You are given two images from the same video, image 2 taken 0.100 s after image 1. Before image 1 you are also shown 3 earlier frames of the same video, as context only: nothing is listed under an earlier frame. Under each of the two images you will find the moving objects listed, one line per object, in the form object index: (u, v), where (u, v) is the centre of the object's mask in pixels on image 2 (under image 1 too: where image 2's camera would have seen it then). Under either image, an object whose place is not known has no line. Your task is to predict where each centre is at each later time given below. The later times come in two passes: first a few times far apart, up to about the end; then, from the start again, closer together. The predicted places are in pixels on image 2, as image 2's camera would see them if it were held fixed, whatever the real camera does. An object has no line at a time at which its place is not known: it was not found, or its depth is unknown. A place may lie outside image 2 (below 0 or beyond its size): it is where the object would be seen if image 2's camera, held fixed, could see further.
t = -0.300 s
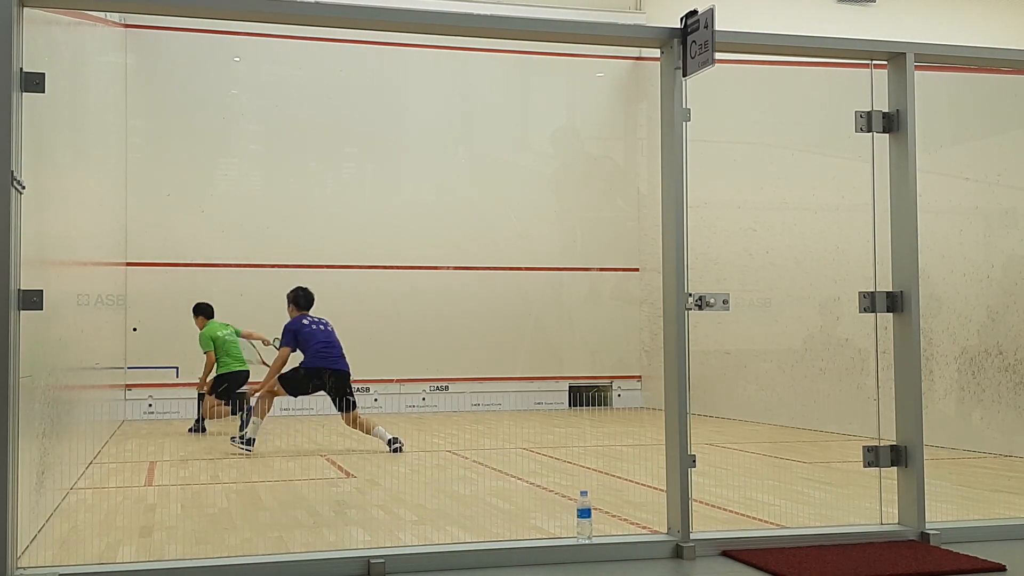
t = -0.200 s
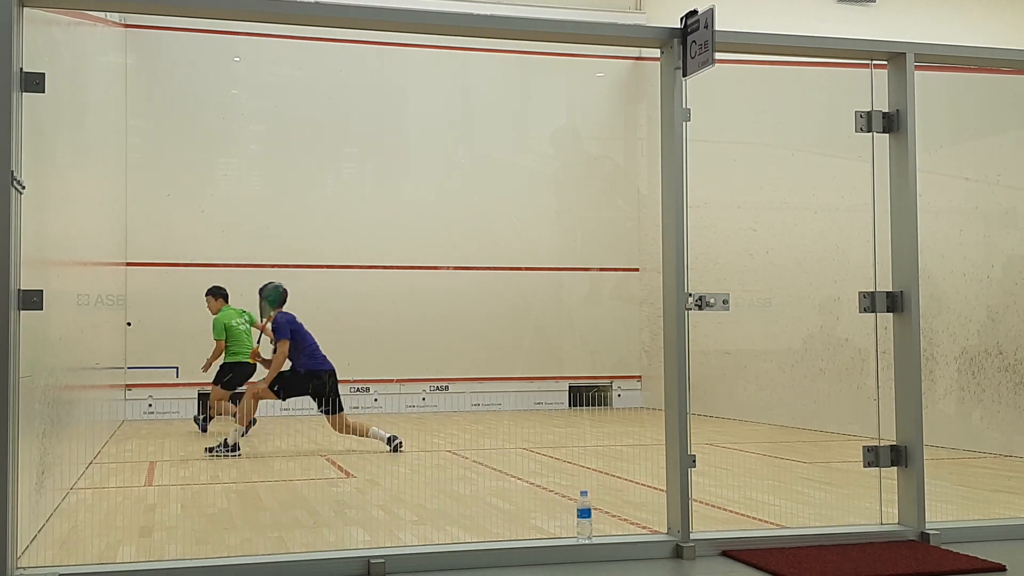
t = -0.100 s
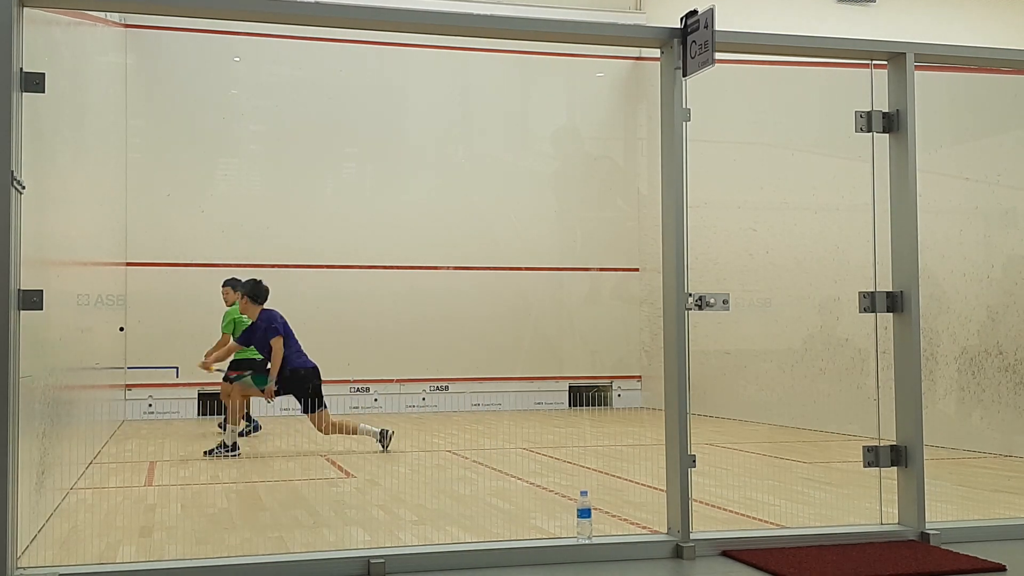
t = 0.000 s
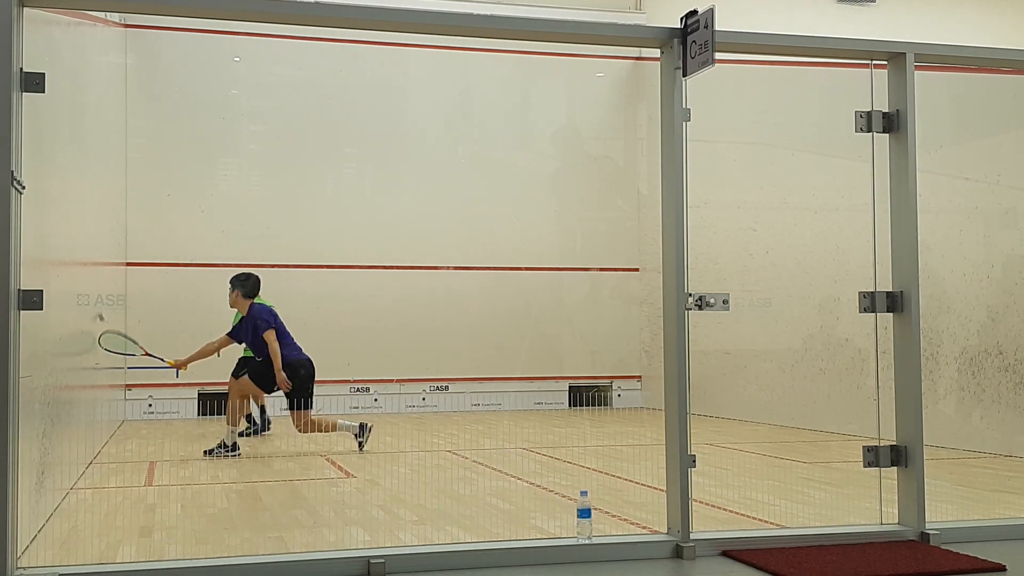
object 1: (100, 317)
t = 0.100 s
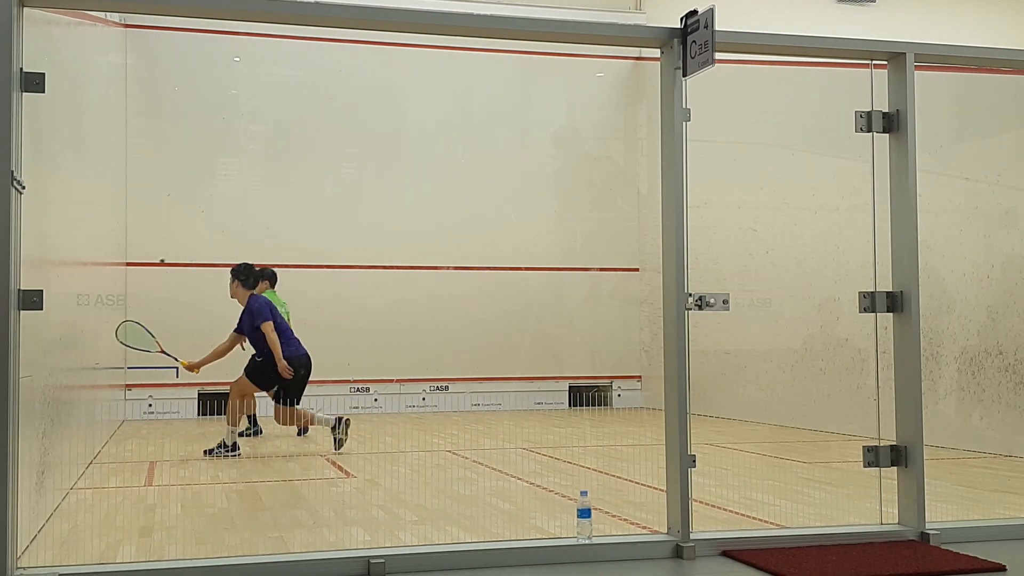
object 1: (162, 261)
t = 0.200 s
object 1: (212, 227)
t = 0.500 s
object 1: (311, 200)
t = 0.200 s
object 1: (212, 227)
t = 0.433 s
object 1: (293, 198)
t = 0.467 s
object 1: (301, 198)
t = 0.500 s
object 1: (311, 200)
